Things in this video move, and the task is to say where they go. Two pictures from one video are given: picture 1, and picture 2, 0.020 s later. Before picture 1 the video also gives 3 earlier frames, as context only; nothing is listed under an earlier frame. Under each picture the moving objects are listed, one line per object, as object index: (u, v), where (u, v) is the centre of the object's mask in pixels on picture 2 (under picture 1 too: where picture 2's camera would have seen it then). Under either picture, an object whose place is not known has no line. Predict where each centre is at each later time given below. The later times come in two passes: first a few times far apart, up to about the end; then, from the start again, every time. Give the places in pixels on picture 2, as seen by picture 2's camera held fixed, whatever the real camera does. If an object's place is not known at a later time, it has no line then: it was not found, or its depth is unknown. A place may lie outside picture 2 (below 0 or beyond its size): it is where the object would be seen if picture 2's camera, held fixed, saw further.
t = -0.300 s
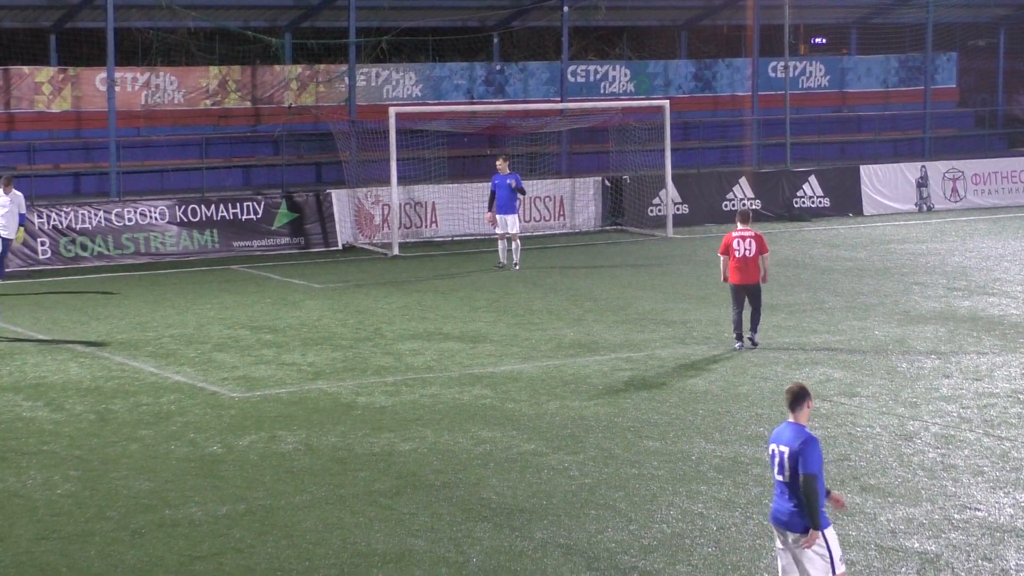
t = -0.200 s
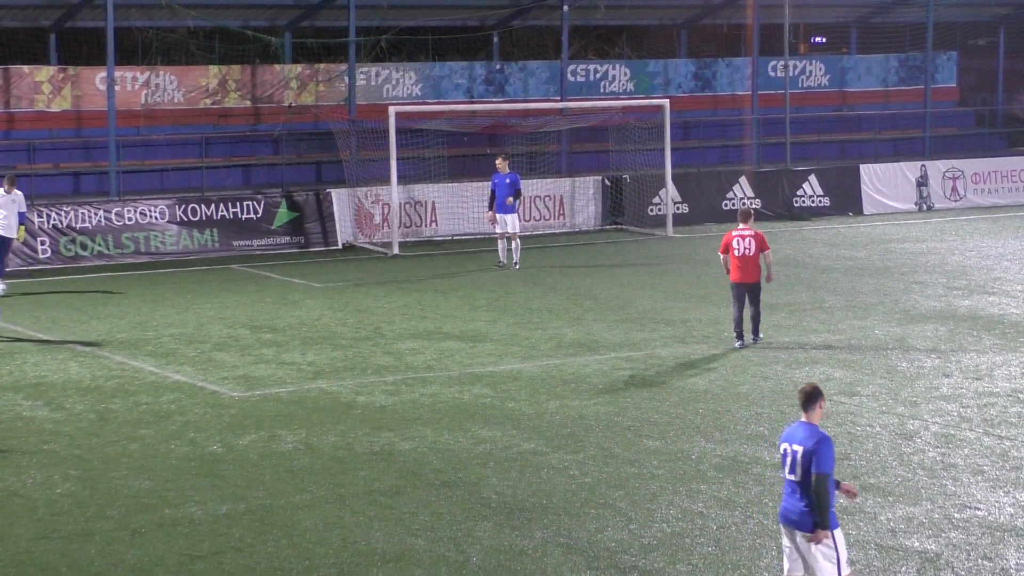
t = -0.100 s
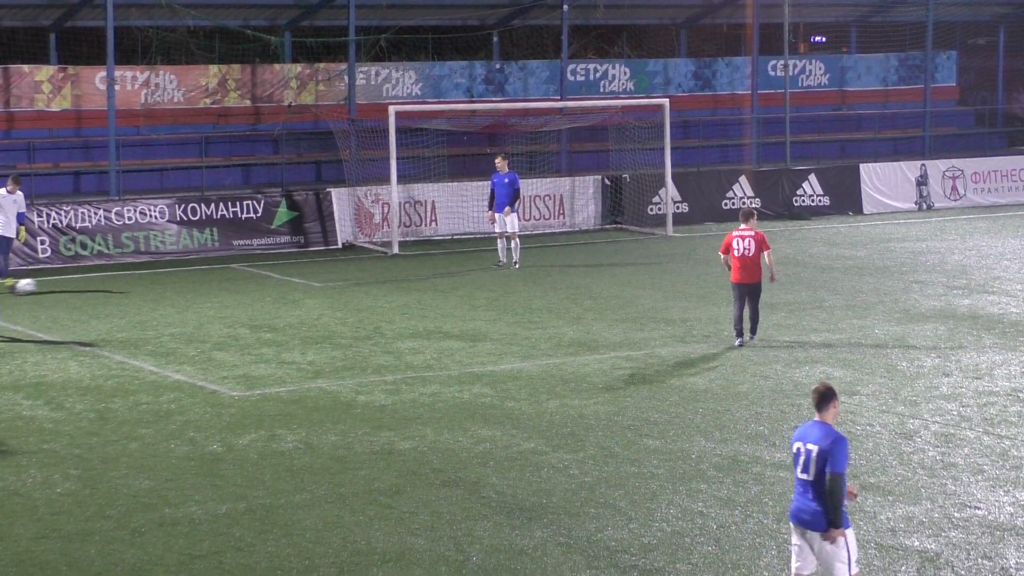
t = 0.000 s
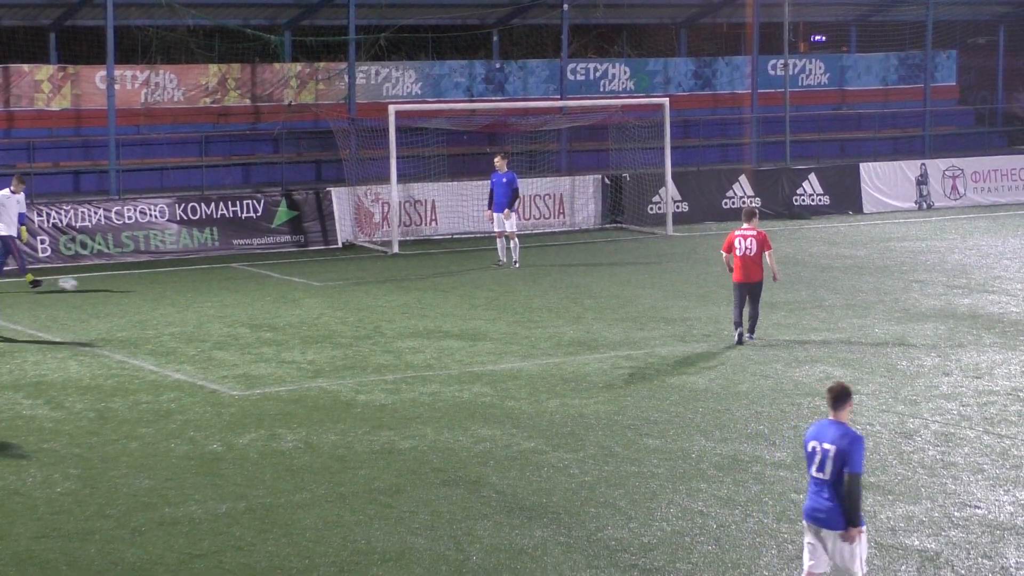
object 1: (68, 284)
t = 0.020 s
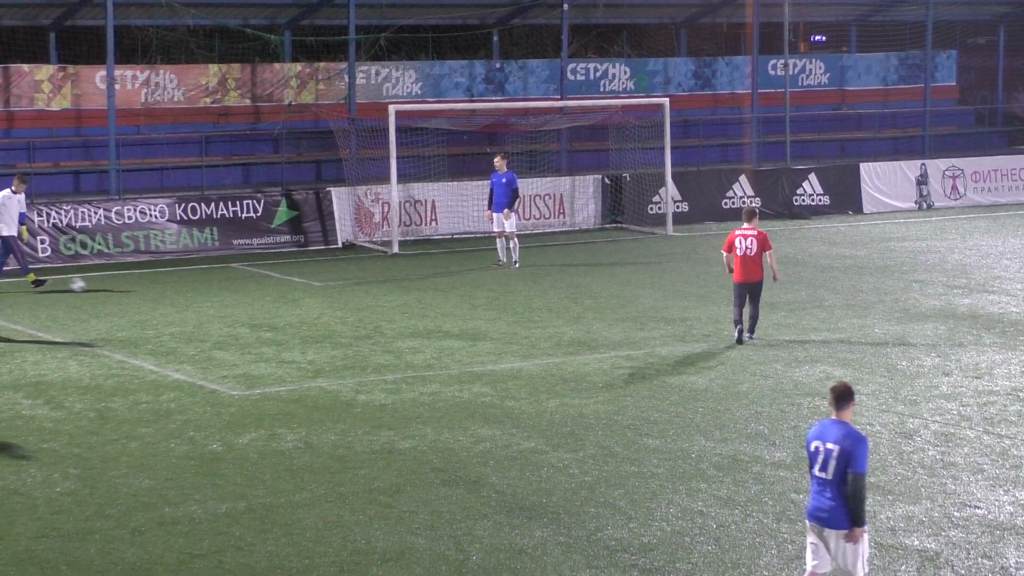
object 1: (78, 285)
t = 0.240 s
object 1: (150, 281)
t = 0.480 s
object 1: (211, 277)
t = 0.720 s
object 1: (264, 276)
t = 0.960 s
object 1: (315, 275)
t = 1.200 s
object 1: (363, 272)
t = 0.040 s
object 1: (85, 285)
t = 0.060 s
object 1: (91, 283)
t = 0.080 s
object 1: (99, 282)
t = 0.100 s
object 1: (105, 281)
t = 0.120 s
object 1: (112, 280)
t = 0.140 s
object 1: (117, 280)
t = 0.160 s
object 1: (124, 280)
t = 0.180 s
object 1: (131, 281)
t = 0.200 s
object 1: (138, 282)
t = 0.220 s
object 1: (144, 281)
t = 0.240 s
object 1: (150, 281)
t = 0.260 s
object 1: (155, 280)
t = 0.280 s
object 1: (161, 279)
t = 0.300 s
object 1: (167, 279)
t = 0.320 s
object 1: (172, 279)
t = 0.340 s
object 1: (178, 280)
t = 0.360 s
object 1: (183, 280)
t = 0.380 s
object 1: (189, 280)
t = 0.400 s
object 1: (194, 278)
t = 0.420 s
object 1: (197, 278)
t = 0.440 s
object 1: (202, 277)
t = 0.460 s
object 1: (207, 277)
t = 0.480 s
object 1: (211, 277)
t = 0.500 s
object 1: (215, 277)
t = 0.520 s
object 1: (220, 278)
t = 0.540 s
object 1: (224, 278)
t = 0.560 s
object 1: (230, 278)
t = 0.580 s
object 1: (234, 277)
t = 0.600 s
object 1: (238, 277)
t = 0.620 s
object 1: (242, 277)
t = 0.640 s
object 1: (247, 277)
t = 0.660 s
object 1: (251, 277)
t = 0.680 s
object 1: (256, 277)
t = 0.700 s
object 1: (260, 276)
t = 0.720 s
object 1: (264, 276)
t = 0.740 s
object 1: (268, 276)
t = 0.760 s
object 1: (273, 276)
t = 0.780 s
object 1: (277, 276)
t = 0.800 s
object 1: (282, 275)
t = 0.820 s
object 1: (286, 275)
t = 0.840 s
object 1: (289, 275)
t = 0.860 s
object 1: (294, 276)
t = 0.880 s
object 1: (298, 275)
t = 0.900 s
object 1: (303, 275)
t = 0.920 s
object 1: (306, 275)
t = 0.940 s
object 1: (311, 275)
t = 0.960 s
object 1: (315, 275)
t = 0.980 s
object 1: (319, 275)
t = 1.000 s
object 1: (323, 274)
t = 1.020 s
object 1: (327, 274)
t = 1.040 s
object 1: (331, 274)
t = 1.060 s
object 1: (335, 274)
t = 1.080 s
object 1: (339, 274)
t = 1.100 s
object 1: (343, 273)
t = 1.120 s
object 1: (347, 273)
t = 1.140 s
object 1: (351, 272)
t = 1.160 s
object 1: (355, 272)
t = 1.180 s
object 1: (359, 272)
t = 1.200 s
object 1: (363, 272)
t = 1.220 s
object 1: (366, 272)
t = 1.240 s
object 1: (370, 271)
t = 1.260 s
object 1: (374, 271)
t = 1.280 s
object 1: (377, 271)
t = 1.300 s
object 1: (381, 271)
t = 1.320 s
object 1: (385, 271)
